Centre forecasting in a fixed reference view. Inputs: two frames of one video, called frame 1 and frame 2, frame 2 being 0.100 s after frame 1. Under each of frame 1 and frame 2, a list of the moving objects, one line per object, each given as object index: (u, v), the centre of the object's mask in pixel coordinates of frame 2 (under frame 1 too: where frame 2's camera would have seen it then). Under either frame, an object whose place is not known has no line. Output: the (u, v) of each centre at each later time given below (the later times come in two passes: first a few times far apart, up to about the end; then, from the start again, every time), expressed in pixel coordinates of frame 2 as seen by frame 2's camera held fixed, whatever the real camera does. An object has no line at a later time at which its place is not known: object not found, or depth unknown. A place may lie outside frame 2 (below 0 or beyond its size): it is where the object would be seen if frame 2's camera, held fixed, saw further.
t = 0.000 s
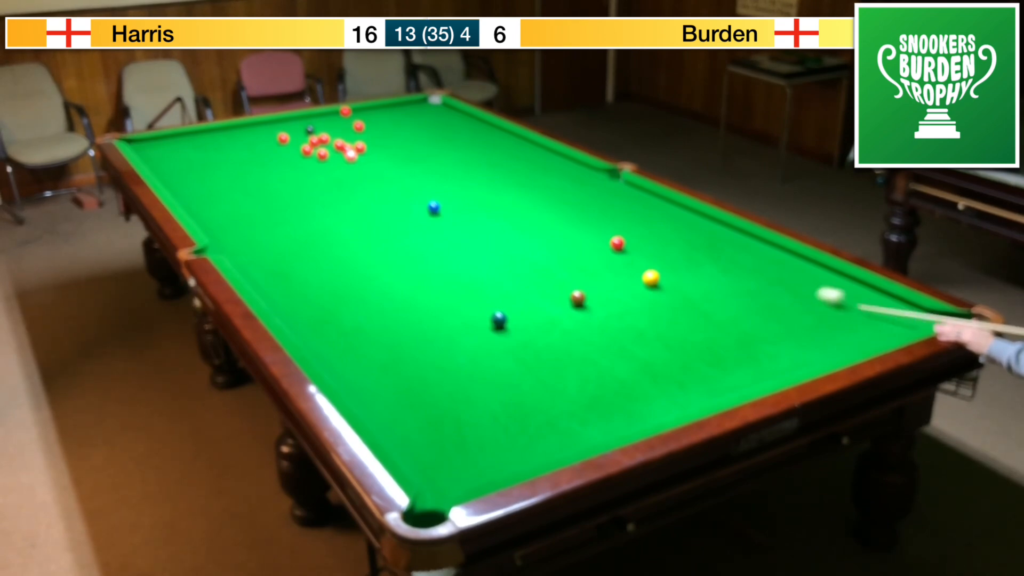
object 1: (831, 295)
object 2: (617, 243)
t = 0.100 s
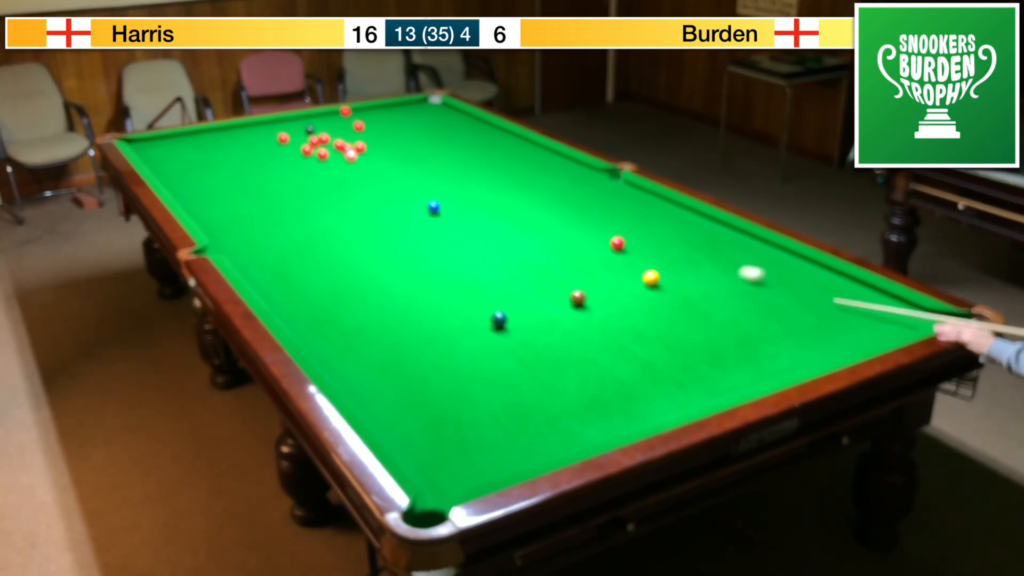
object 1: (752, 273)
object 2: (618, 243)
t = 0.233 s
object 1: (665, 250)
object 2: (617, 243)
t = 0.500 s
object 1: (566, 209)
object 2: (583, 249)
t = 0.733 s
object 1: (502, 179)
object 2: (549, 255)
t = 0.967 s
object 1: (450, 154)
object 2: (515, 261)
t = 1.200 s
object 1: (405, 133)
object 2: (482, 267)
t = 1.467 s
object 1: (362, 113)
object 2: (445, 273)
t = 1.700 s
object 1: (375, 115)
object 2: (414, 279)
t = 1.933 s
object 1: (403, 124)
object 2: (384, 284)
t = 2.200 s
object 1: (437, 134)
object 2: (351, 290)
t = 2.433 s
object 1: (467, 143)
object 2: (323, 294)
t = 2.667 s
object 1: (498, 153)
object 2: (297, 299)
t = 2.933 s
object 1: (535, 164)
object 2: (273, 302)
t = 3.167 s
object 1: (568, 174)
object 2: (285, 299)
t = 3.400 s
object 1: (602, 185)
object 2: (297, 296)
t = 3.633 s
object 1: (637, 196)
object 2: (306, 293)
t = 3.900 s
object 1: (680, 208)
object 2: (314, 291)
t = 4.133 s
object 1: (715, 221)
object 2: (319, 289)
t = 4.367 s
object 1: (742, 234)
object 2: (322, 288)
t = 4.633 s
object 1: (774, 250)
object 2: (323, 288)
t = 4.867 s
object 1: (802, 265)
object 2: (323, 288)
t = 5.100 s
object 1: (832, 279)
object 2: (323, 288)
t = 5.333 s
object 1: (861, 295)
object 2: (323, 288)
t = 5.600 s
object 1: (895, 312)
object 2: (323, 288)
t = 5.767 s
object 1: (915, 322)
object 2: (323, 288)
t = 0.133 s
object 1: (729, 267)
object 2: (617, 243)
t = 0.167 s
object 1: (706, 261)
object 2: (618, 243)
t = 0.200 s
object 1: (685, 255)
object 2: (617, 243)
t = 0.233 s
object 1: (665, 250)
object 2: (617, 243)
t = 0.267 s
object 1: (647, 245)
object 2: (617, 243)
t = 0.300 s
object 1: (630, 239)
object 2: (616, 244)
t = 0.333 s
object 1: (619, 234)
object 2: (610, 245)
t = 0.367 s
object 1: (609, 229)
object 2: (604, 246)
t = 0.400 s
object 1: (597, 223)
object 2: (599, 247)
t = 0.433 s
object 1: (586, 218)
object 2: (593, 248)
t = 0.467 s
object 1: (576, 214)
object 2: (589, 248)
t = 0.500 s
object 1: (566, 209)
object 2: (583, 249)
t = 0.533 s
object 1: (556, 204)
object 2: (578, 250)
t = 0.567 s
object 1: (547, 200)
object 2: (574, 251)
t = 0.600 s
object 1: (537, 196)
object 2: (569, 252)
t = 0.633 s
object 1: (528, 191)
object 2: (564, 253)
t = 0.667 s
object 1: (520, 187)
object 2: (559, 254)
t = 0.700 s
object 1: (511, 183)
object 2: (554, 254)
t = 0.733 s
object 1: (502, 179)
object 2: (549, 255)
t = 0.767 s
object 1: (495, 175)
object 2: (544, 256)
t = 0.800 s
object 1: (487, 172)
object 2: (539, 257)
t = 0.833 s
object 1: (479, 168)
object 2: (534, 258)
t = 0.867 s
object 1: (471, 164)
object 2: (529, 259)
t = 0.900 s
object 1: (464, 161)
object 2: (525, 260)
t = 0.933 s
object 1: (457, 158)
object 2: (520, 260)
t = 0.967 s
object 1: (450, 154)
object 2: (515, 261)
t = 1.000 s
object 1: (443, 151)
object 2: (510, 262)
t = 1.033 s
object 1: (436, 148)
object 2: (506, 263)
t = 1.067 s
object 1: (430, 145)
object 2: (501, 264)
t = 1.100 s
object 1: (424, 142)
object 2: (496, 265)
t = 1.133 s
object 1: (417, 139)
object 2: (491, 265)
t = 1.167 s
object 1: (411, 136)
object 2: (487, 266)
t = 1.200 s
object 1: (405, 133)
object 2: (482, 267)
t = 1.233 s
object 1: (399, 130)
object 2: (478, 268)
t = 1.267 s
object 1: (393, 128)
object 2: (473, 269)
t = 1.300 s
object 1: (388, 125)
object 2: (468, 269)
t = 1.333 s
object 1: (383, 123)
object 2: (464, 270)
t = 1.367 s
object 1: (377, 120)
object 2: (459, 271)
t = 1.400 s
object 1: (372, 118)
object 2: (455, 272)
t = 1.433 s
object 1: (367, 115)
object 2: (450, 273)
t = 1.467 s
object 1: (362, 113)
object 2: (445, 273)
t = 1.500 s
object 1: (357, 110)
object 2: (441, 274)
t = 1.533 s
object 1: (353, 108)
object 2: (436, 275)
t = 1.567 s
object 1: (355, 109)
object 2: (432, 276)
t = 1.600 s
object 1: (360, 111)
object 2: (427, 277)
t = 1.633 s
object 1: (365, 113)
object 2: (423, 277)
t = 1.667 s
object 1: (370, 114)
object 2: (419, 278)
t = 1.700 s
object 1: (375, 115)
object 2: (414, 279)
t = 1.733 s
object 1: (379, 116)
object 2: (410, 280)
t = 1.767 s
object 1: (383, 118)
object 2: (405, 281)
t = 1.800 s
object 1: (387, 119)
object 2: (401, 281)
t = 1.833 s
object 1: (391, 120)
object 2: (397, 282)
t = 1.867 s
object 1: (395, 122)
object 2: (393, 283)
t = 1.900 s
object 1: (399, 123)
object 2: (388, 284)
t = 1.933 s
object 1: (403, 124)
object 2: (384, 284)
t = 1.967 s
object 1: (408, 125)
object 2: (380, 285)
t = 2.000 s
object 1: (412, 126)
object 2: (376, 286)
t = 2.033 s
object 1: (416, 128)
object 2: (371, 286)
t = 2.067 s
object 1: (420, 129)
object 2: (367, 287)
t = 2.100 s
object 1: (424, 130)
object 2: (363, 288)
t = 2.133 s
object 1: (428, 131)
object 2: (359, 288)
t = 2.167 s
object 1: (433, 133)
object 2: (355, 289)
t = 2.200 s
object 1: (437, 134)
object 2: (351, 290)
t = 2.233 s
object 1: (441, 135)
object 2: (347, 291)
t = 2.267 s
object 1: (445, 137)
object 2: (343, 291)
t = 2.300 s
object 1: (450, 138)
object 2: (339, 292)
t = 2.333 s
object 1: (454, 139)
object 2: (335, 292)
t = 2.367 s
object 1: (458, 140)
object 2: (331, 293)
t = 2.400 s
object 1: (463, 142)
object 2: (327, 294)
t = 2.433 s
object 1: (467, 143)
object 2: (323, 294)
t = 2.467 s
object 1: (471, 145)
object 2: (319, 295)
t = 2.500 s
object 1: (476, 146)
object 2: (316, 296)
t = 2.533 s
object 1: (480, 147)
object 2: (312, 296)
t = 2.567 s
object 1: (485, 149)
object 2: (308, 297)
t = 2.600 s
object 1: (489, 150)
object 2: (305, 297)
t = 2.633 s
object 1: (494, 152)
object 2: (301, 298)
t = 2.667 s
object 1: (498, 153)
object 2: (297, 299)
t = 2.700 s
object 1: (502, 154)
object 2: (294, 299)
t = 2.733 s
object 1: (507, 156)
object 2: (290, 300)
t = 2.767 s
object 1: (512, 157)
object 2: (287, 300)
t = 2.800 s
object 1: (516, 159)
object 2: (283, 301)
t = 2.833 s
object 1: (521, 160)
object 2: (280, 302)
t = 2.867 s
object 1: (526, 161)
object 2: (277, 302)
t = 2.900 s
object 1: (530, 163)
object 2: (274, 302)
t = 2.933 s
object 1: (535, 164)
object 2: (273, 302)
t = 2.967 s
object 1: (539, 166)
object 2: (274, 302)
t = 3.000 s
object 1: (544, 167)
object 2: (276, 301)
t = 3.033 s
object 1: (549, 168)
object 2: (278, 301)
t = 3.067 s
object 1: (554, 170)
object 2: (280, 300)
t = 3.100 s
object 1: (559, 171)
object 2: (282, 300)
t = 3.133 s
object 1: (563, 173)
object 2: (284, 299)
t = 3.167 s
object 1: (568, 174)
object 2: (285, 299)
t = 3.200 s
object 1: (573, 176)
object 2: (287, 298)
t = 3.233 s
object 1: (578, 177)
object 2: (289, 298)
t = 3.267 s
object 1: (583, 178)
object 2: (291, 297)
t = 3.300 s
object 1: (587, 180)
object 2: (292, 297)
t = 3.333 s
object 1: (592, 182)
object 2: (294, 296)
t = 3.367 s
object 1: (597, 183)
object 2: (296, 296)
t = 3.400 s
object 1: (602, 185)
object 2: (297, 296)
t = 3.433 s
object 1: (607, 186)
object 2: (298, 295)
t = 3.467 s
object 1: (612, 188)
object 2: (300, 295)
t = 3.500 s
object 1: (617, 189)
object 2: (301, 294)
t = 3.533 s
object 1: (622, 191)
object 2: (302, 294)
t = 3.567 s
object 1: (627, 192)
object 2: (303, 293)
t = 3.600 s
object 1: (632, 194)
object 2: (305, 293)
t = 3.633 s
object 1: (637, 196)
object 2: (306, 293)
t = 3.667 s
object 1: (643, 197)
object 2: (307, 292)
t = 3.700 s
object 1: (648, 199)
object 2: (308, 292)
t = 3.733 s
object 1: (653, 200)
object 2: (309, 292)
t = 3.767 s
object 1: (659, 202)
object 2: (310, 292)
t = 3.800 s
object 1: (664, 204)
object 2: (311, 291)
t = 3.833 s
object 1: (669, 205)
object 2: (312, 291)
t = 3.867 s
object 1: (674, 207)
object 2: (313, 291)
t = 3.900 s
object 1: (680, 208)
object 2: (314, 291)
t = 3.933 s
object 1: (685, 210)
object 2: (314, 290)
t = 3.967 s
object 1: (690, 212)
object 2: (315, 290)
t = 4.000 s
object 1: (696, 213)
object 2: (316, 290)
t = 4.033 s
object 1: (701, 215)
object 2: (317, 290)
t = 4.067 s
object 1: (707, 217)
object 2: (318, 289)
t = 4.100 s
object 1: (711, 218)
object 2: (318, 289)
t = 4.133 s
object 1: (715, 221)
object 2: (319, 289)
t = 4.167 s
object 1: (719, 222)
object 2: (319, 289)
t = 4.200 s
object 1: (722, 224)
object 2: (320, 289)
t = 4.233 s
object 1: (727, 226)
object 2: (320, 289)
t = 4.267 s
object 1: (730, 228)
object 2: (321, 289)
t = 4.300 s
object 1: (734, 230)
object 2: (321, 288)
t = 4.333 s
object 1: (738, 232)
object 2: (321, 288)
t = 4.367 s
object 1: (742, 234)
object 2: (322, 288)
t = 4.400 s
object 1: (746, 236)
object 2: (322, 288)
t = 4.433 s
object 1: (750, 238)
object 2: (323, 288)
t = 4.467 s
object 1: (754, 240)
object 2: (323, 288)
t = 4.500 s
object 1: (758, 242)
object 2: (323, 288)
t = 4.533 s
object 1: (761, 244)
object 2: (323, 288)
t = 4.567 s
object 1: (766, 246)
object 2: (323, 288)
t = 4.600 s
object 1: (770, 248)
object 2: (323, 288)
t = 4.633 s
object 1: (774, 250)
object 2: (323, 288)
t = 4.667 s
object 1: (778, 252)
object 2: (323, 288)
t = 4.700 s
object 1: (782, 254)
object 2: (323, 288)
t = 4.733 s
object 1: (786, 256)
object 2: (323, 288)
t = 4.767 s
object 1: (790, 258)
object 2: (323, 288)
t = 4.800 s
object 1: (794, 261)
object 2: (323, 288)
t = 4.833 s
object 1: (798, 263)
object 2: (323, 288)
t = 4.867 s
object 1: (802, 265)
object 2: (323, 288)
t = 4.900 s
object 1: (806, 267)
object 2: (323, 288)
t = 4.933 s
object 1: (811, 269)
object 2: (323, 288)
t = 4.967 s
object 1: (815, 271)
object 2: (323, 288)
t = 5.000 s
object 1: (819, 273)
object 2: (323, 288)
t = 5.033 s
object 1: (823, 275)
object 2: (323, 288)
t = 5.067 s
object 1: (827, 277)
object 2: (323, 288)
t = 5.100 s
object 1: (832, 279)
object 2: (323, 288)
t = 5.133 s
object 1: (836, 282)
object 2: (323, 288)
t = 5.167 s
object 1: (840, 284)
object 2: (323, 288)
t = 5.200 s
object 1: (844, 286)
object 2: (323, 288)
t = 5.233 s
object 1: (849, 288)
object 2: (323, 288)
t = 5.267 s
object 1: (853, 290)
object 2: (323, 288)
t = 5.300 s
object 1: (857, 292)
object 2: (323, 288)
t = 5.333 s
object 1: (861, 295)
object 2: (323, 288)
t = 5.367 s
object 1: (865, 297)
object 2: (323, 288)
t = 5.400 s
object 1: (870, 299)
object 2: (323, 288)
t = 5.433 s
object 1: (874, 301)
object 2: (323, 288)
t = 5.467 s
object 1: (878, 303)
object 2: (323, 288)
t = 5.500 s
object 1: (882, 305)
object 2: (323, 288)
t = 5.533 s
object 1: (886, 308)
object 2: (323, 288)
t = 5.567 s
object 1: (890, 310)
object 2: (323, 288)
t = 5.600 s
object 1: (895, 312)
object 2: (323, 288)
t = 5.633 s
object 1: (899, 314)
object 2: (323, 288)
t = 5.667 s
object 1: (903, 317)
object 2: (323, 288)
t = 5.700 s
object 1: (907, 319)
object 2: (323, 288)
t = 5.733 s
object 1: (911, 320)
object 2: (323, 288)
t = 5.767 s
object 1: (915, 322)
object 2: (323, 288)
